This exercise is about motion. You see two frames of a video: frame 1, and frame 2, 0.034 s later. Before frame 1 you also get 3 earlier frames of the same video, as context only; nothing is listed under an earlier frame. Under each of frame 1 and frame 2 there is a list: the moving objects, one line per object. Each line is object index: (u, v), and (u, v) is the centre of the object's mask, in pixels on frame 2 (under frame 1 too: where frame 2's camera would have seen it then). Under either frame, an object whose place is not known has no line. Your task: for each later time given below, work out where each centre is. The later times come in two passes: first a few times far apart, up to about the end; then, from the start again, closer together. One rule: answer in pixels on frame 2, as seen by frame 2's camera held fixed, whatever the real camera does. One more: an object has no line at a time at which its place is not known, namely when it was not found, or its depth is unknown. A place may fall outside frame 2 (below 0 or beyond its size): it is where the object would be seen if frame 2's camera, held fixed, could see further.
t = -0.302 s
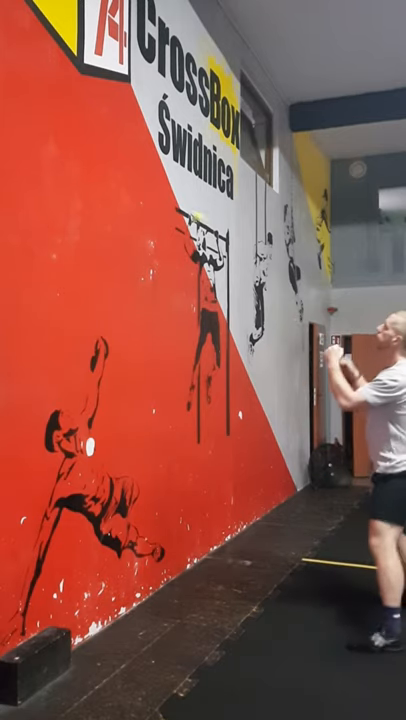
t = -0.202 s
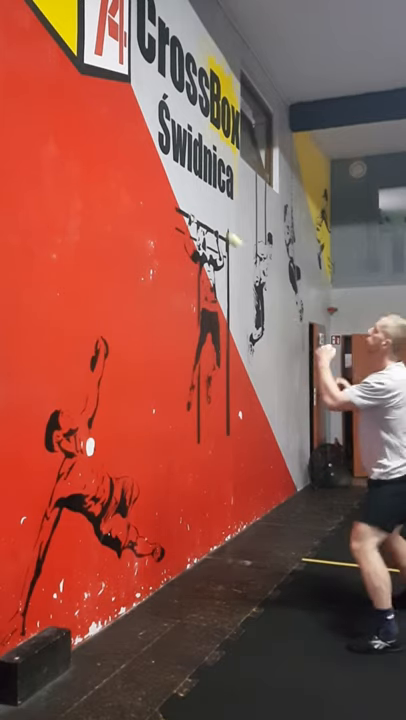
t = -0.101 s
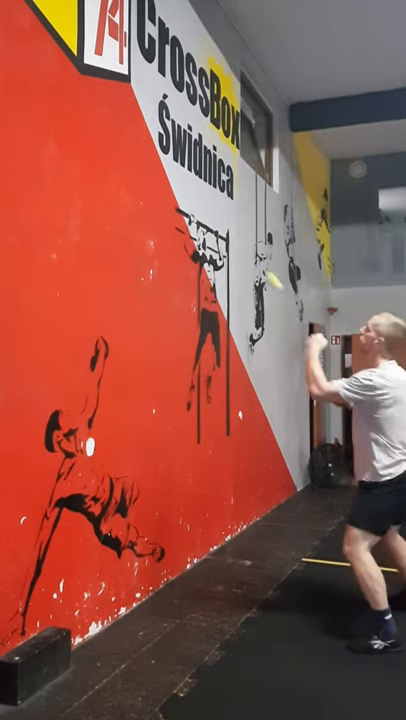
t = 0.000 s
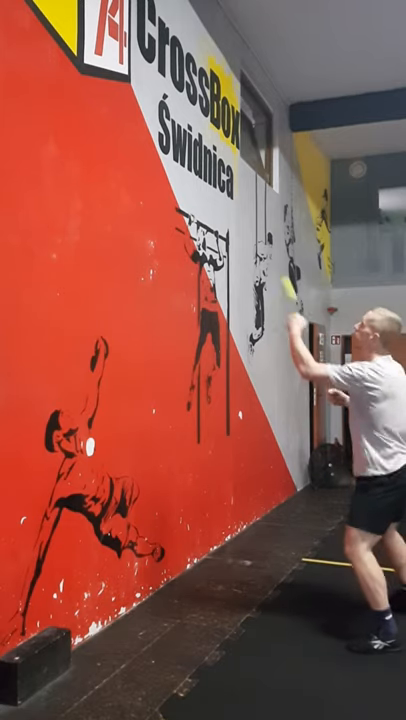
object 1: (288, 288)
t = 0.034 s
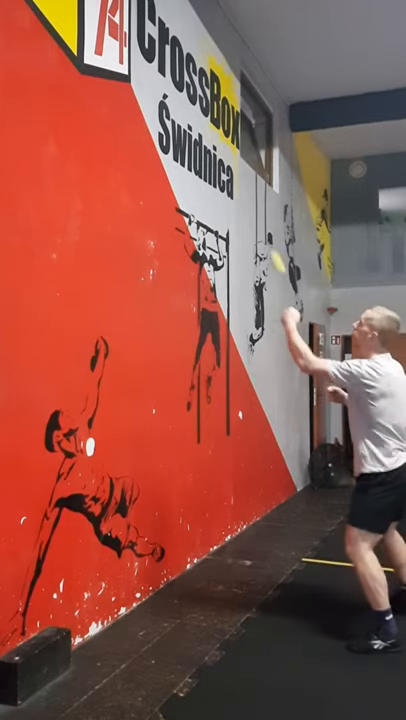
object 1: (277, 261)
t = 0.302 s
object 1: (192, 132)
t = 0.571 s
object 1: (115, 132)
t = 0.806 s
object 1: (156, 214)
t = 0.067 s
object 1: (267, 238)
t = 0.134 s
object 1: (246, 199)
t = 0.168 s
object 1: (233, 180)
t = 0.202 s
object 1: (224, 166)
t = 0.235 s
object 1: (212, 152)
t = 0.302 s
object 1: (192, 132)
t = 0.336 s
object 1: (182, 125)
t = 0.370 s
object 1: (170, 121)
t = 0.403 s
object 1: (161, 118)
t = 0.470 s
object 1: (139, 117)
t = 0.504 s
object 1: (130, 120)
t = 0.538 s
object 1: (120, 125)
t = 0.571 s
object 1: (115, 132)
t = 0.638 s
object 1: (126, 145)
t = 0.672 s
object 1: (132, 155)
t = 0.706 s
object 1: (138, 166)
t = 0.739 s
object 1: (144, 181)
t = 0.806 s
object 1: (156, 214)
